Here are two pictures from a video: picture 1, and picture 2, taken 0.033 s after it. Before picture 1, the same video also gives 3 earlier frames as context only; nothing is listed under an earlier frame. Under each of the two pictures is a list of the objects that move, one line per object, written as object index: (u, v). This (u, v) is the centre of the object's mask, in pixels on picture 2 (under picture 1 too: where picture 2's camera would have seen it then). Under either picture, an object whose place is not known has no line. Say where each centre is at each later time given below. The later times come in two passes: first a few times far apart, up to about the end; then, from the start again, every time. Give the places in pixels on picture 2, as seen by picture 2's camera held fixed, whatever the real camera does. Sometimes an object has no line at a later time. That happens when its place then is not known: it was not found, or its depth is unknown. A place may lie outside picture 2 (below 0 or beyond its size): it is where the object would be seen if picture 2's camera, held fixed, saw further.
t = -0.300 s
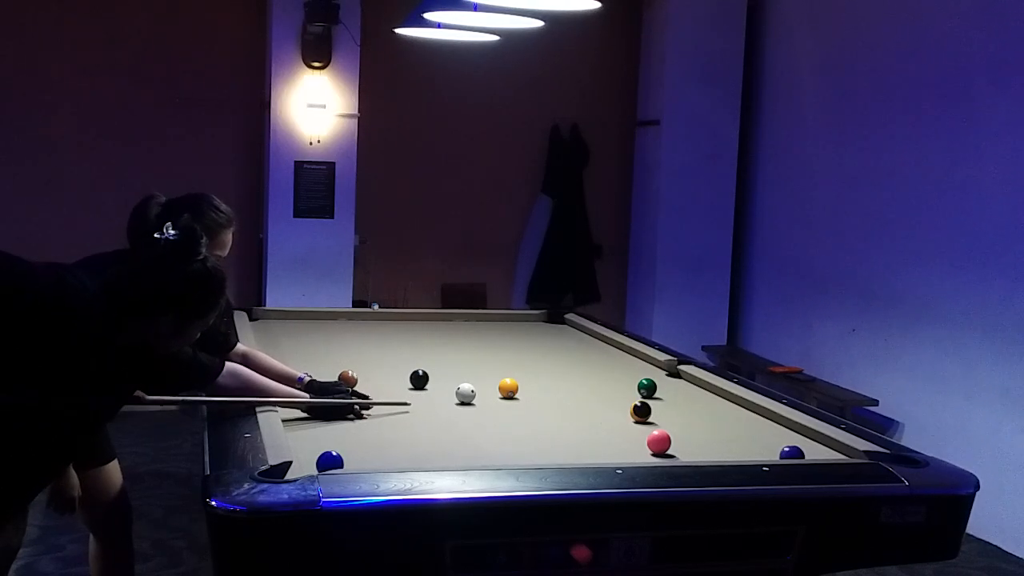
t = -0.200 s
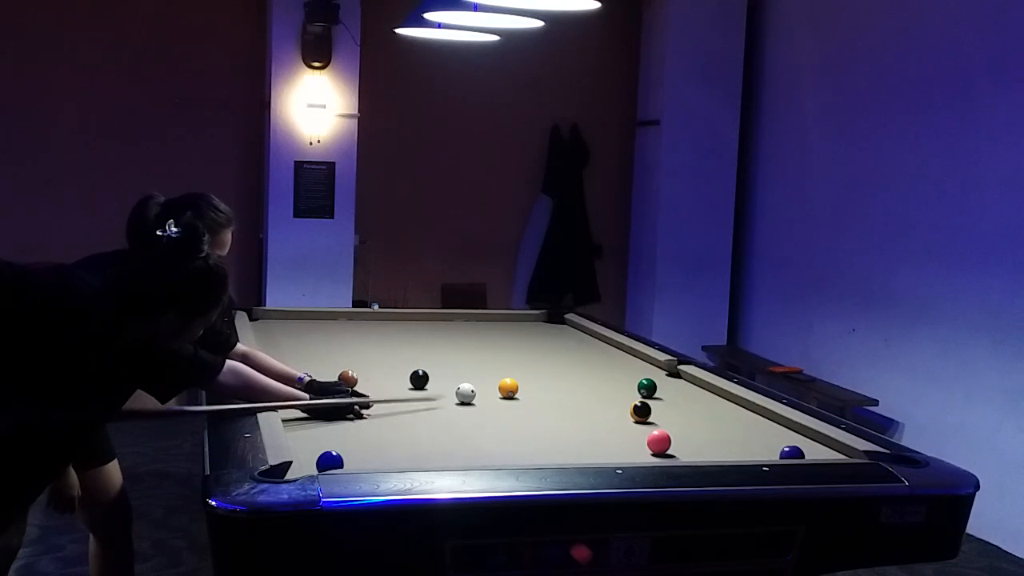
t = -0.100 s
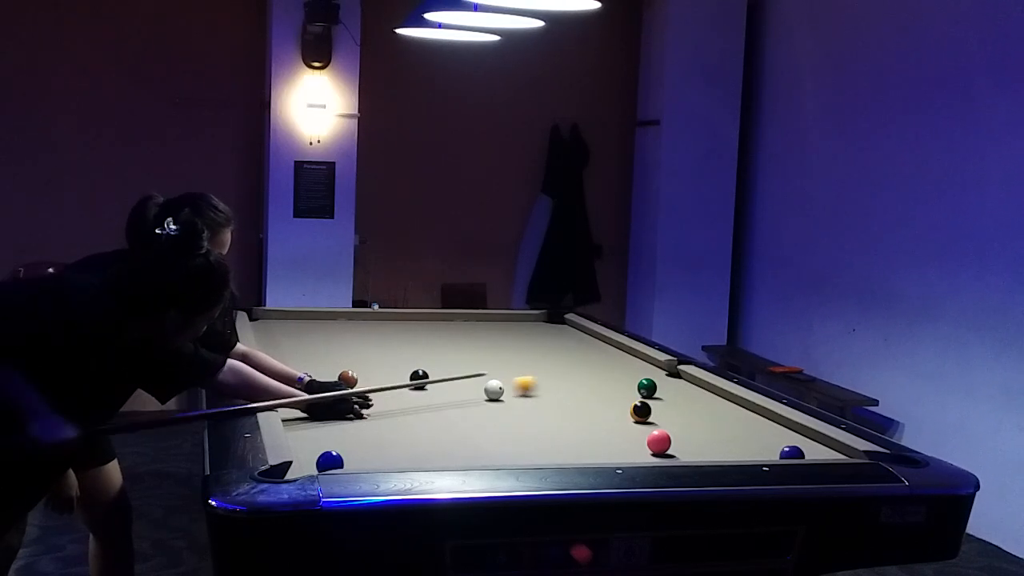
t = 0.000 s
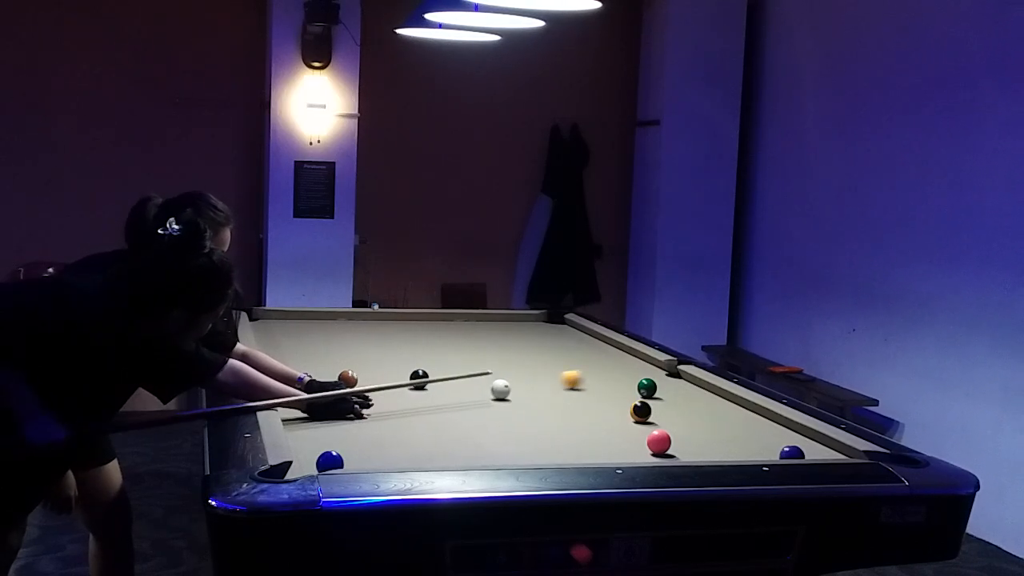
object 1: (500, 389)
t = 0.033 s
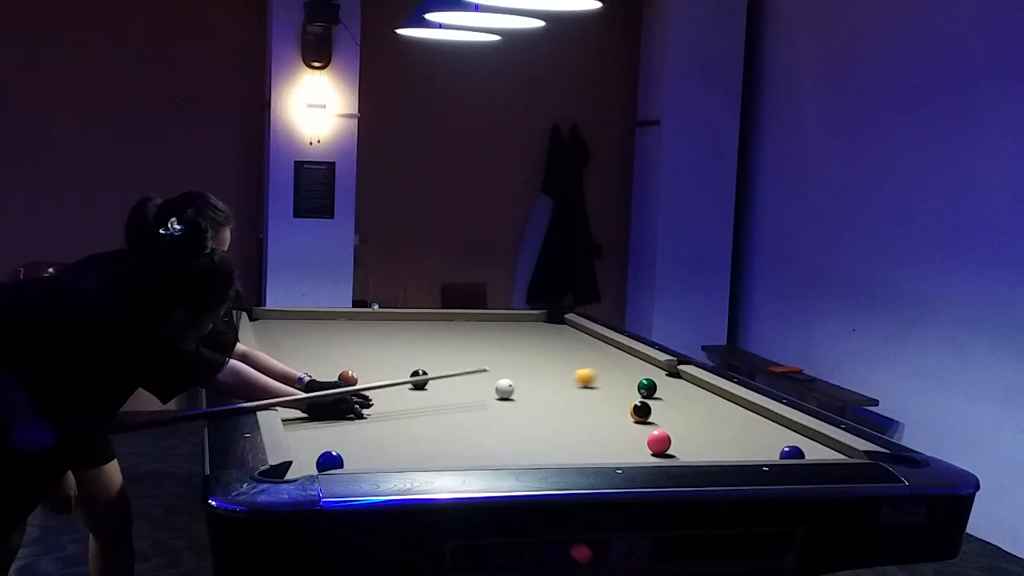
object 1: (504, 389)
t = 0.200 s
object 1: (531, 385)
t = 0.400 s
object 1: (562, 382)
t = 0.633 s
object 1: (595, 378)
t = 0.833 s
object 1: (621, 375)
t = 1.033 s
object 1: (644, 371)
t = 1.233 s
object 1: (666, 370)
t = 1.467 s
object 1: (659, 366)
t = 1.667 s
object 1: (652, 363)
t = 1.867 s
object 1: (644, 361)
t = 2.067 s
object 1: (637, 358)
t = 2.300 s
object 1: (630, 356)
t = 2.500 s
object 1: (624, 354)
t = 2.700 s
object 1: (618, 352)
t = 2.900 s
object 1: (613, 350)
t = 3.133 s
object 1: (607, 348)
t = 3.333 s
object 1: (603, 347)
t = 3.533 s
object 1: (599, 346)
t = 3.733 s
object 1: (596, 345)
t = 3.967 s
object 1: (593, 344)
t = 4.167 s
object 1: (592, 344)
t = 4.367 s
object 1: (590, 344)
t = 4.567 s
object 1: (589, 344)
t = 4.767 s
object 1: (589, 344)
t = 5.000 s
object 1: (588, 344)
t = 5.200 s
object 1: (588, 344)
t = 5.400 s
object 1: (588, 344)
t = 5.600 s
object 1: (588, 344)
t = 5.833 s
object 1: (588, 344)
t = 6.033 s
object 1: (588, 344)
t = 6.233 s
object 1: (588, 344)
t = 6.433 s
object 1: (588, 344)
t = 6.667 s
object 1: (588, 344)
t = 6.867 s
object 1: (588, 344)
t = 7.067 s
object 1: (588, 344)
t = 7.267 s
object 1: (588, 344)
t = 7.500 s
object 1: (588, 344)
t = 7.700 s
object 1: (588, 344)
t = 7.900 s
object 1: (588, 344)
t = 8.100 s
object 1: (588, 344)
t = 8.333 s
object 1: (588, 344)
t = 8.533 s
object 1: (588, 344)
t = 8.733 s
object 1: (588, 344)
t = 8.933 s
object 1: (588, 344)
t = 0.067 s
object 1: (509, 388)
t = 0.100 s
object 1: (515, 387)
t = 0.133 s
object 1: (520, 387)
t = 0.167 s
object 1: (526, 386)
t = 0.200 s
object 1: (531, 385)
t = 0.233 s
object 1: (536, 385)
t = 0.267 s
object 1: (542, 384)
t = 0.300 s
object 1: (547, 384)
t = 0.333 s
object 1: (552, 383)
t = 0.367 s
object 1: (557, 382)
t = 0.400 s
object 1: (562, 382)
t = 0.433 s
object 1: (567, 381)
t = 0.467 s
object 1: (572, 381)
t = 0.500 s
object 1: (576, 380)
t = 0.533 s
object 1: (581, 380)
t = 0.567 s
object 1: (586, 379)
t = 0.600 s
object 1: (590, 379)
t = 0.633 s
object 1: (595, 378)
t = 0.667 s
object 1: (599, 378)
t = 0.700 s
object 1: (604, 377)
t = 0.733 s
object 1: (608, 377)
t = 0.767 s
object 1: (612, 376)
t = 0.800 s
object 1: (617, 376)
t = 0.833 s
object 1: (621, 375)
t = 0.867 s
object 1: (625, 375)
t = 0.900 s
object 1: (629, 374)
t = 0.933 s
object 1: (632, 374)
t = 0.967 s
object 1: (636, 373)
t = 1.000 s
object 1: (640, 372)
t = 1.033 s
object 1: (644, 371)
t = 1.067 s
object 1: (648, 371)
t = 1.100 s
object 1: (652, 371)
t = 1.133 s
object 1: (655, 371)
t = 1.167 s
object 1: (659, 370)
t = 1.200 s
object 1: (663, 370)
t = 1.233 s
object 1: (666, 370)
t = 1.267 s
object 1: (668, 370)
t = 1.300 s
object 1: (666, 369)
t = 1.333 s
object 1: (665, 369)
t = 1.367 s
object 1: (664, 368)
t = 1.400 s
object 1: (662, 368)
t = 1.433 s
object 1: (661, 367)
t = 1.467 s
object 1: (659, 366)
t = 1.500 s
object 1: (658, 366)
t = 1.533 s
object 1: (657, 365)
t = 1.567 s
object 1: (656, 365)
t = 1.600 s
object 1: (654, 364)
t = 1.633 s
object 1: (653, 364)
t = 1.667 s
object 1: (652, 363)
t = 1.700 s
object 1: (650, 363)
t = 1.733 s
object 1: (649, 363)
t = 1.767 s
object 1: (648, 362)
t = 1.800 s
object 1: (647, 362)
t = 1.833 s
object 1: (645, 361)
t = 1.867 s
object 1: (644, 361)
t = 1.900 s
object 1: (643, 360)
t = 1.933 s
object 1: (642, 360)
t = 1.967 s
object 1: (640, 360)
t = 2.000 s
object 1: (639, 359)
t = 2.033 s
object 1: (639, 359)
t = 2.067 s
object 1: (637, 358)
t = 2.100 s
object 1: (636, 358)
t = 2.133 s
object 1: (635, 358)
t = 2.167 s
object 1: (634, 357)
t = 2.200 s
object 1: (633, 357)
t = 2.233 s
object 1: (631, 357)
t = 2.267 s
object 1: (631, 356)
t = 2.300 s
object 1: (630, 356)
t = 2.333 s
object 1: (629, 355)
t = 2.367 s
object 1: (628, 355)
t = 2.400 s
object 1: (627, 355)
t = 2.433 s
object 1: (626, 354)
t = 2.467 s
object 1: (625, 354)
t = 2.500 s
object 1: (624, 354)
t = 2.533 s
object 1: (623, 354)
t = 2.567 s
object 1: (622, 353)
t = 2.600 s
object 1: (621, 353)
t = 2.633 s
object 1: (620, 353)
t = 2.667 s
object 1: (619, 352)
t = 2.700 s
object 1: (618, 352)
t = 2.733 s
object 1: (618, 352)
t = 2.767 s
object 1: (617, 351)
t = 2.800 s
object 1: (616, 351)
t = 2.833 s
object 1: (615, 351)
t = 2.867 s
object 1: (614, 351)
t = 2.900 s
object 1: (613, 350)
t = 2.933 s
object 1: (612, 350)
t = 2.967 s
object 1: (611, 350)
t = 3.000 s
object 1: (611, 349)
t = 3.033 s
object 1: (610, 349)
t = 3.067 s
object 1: (609, 349)
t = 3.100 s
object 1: (608, 349)
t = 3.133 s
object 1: (607, 348)
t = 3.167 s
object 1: (607, 348)
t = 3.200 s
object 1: (606, 348)
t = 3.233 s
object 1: (605, 348)
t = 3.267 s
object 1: (604, 348)
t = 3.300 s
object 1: (604, 347)
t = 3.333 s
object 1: (603, 347)
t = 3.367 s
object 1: (602, 347)
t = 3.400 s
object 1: (602, 347)
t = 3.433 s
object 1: (601, 347)
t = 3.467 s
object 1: (601, 346)
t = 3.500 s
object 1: (600, 346)
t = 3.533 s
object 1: (599, 346)
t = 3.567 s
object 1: (599, 346)
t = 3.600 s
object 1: (598, 346)
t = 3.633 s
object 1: (598, 345)
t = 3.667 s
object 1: (597, 345)
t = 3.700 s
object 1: (597, 345)
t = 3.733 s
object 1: (596, 345)
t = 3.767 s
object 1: (596, 345)
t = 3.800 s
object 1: (595, 345)
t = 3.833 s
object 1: (595, 345)
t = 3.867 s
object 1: (594, 345)
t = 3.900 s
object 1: (594, 345)
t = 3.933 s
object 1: (594, 344)
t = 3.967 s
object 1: (593, 344)
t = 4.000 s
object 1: (593, 344)
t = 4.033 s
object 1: (593, 344)
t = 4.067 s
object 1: (592, 344)
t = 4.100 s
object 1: (592, 344)
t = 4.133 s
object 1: (592, 344)
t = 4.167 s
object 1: (592, 344)
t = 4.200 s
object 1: (592, 344)
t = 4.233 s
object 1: (591, 344)
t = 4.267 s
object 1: (591, 344)
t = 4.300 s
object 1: (591, 344)
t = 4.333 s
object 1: (590, 344)
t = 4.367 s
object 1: (590, 344)
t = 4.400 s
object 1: (590, 344)
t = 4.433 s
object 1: (590, 344)
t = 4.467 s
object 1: (589, 344)
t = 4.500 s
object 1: (589, 344)
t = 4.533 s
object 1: (589, 344)
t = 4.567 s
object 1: (589, 344)
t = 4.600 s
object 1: (589, 344)
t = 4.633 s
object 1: (589, 344)
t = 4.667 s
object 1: (589, 344)
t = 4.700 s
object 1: (589, 344)
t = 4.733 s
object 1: (589, 344)
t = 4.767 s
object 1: (589, 344)
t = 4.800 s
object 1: (589, 344)
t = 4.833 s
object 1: (589, 344)
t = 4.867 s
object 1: (588, 344)
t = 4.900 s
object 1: (588, 344)
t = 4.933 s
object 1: (588, 344)
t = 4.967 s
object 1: (588, 344)
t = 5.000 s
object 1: (588, 344)
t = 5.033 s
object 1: (588, 344)
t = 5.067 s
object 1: (588, 344)
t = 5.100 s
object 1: (588, 344)
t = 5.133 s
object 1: (588, 344)
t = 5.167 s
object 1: (588, 344)
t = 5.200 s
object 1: (588, 344)
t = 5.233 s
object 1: (588, 344)
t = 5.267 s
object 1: (588, 344)
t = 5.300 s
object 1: (588, 344)
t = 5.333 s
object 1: (588, 344)
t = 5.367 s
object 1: (588, 344)
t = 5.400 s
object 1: (588, 344)
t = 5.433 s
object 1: (588, 344)
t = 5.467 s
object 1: (588, 344)
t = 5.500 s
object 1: (588, 344)
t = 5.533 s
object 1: (588, 344)
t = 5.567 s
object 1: (588, 344)
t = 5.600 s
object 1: (588, 344)
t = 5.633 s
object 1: (588, 344)
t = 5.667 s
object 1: (588, 344)
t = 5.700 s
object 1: (588, 344)
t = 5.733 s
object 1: (588, 344)
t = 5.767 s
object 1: (588, 344)
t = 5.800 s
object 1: (588, 344)
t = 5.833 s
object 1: (588, 344)
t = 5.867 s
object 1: (588, 344)
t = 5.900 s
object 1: (588, 344)
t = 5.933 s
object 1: (588, 344)
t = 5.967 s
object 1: (588, 344)
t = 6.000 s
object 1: (588, 344)
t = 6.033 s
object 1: (588, 344)
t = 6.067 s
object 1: (588, 344)
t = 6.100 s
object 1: (588, 344)
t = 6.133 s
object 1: (588, 344)
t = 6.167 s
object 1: (588, 344)
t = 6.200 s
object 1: (588, 344)
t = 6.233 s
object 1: (588, 344)
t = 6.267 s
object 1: (588, 344)
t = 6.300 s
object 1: (588, 344)
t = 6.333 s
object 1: (588, 344)
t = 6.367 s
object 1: (588, 344)
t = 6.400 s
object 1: (588, 344)
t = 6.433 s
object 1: (588, 344)
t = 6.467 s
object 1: (588, 344)
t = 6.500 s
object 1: (588, 344)
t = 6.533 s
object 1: (588, 344)
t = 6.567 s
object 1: (588, 344)
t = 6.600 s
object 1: (588, 344)
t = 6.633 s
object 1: (588, 344)
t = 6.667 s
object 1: (588, 344)
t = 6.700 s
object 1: (588, 344)
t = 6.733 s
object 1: (588, 344)
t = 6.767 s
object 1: (588, 344)
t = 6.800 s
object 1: (588, 344)
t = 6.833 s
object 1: (588, 344)
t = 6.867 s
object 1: (588, 344)
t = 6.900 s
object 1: (588, 344)
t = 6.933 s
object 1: (588, 344)
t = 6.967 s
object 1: (588, 344)
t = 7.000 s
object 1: (588, 344)
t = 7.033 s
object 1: (588, 344)
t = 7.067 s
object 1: (588, 344)
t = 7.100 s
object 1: (588, 344)
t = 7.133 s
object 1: (588, 344)
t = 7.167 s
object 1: (588, 344)
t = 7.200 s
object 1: (588, 344)
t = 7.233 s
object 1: (588, 344)
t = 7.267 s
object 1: (588, 344)
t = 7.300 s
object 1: (588, 344)
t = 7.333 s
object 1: (588, 344)
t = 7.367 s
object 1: (588, 344)
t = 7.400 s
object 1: (588, 344)
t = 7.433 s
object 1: (589, 344)
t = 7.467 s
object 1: (588, 344)
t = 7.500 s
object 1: (588, 344)
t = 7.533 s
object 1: (588, 344)
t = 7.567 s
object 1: (588, 344)
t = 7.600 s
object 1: (588, 344)
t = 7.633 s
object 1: (588, 344)
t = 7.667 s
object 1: (589, 344)
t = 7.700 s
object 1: (588, 344)
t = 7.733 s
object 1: (589, 344)
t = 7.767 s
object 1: (589, 344)
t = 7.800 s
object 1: (588, 344)
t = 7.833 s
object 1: (588, 344)
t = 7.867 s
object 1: (588, 344)
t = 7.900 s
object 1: (588, 344)
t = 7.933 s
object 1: (588, 344)
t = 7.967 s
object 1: (588, 344)
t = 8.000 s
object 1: (588, 344)
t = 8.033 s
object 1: (588, 344)
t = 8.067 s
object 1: (588, 344)
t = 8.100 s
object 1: (588, 344)
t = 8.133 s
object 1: (588, 344)
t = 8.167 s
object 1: (588, 344)
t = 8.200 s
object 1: (588, 344)
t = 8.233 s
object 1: (588, 344)
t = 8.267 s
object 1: (588, 344)
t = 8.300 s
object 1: (588, 344)
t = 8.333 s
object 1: (588, 344)
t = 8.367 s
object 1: (588, 344)
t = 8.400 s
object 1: (588, 344)
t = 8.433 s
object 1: (588, 344)
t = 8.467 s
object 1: (589, 344)
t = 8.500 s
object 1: (589, 344)
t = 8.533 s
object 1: (588, 344)
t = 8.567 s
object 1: (588, 344)
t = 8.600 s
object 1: (588, 344)
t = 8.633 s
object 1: (588, 344)
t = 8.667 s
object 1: (588, 344)
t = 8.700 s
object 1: (588, 344)
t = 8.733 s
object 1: (588, 344)
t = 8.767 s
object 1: (588, 344)
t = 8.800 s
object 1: (588, 344)
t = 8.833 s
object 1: (588, 344)
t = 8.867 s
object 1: (588, 344)
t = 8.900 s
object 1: (588, 344)
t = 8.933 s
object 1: (588, 344)
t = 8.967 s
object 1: (588, 343)
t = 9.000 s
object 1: (588, 344)
